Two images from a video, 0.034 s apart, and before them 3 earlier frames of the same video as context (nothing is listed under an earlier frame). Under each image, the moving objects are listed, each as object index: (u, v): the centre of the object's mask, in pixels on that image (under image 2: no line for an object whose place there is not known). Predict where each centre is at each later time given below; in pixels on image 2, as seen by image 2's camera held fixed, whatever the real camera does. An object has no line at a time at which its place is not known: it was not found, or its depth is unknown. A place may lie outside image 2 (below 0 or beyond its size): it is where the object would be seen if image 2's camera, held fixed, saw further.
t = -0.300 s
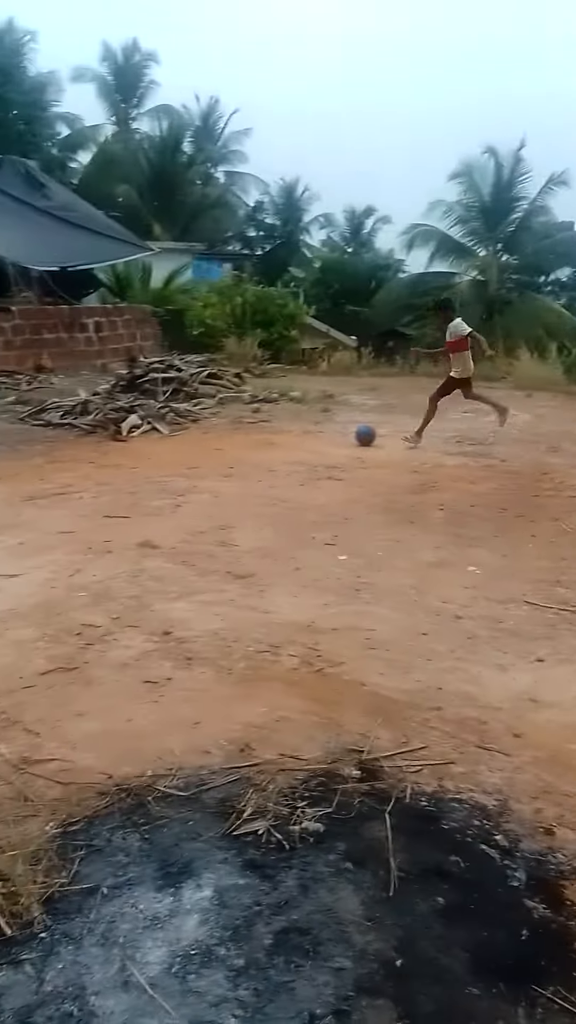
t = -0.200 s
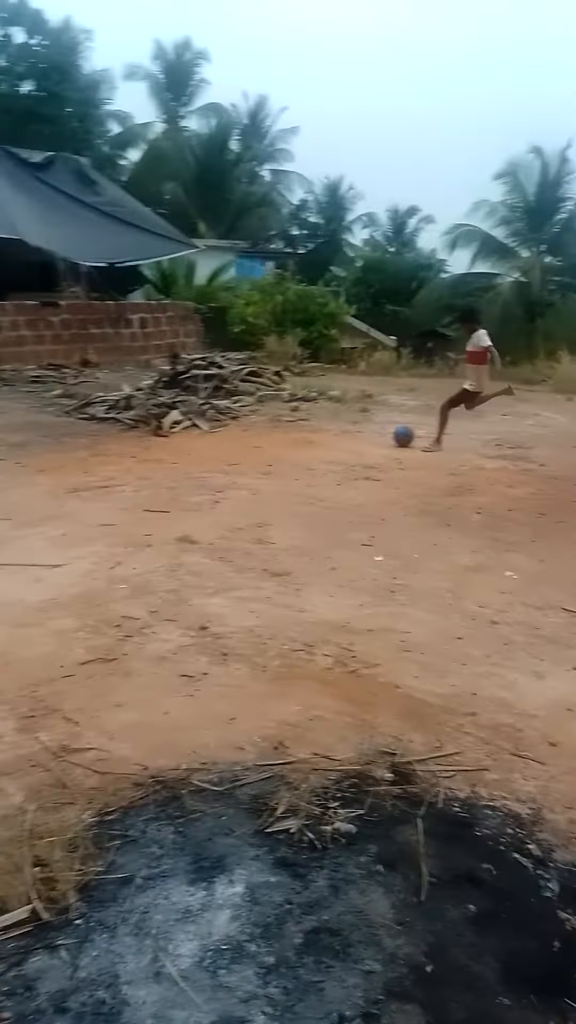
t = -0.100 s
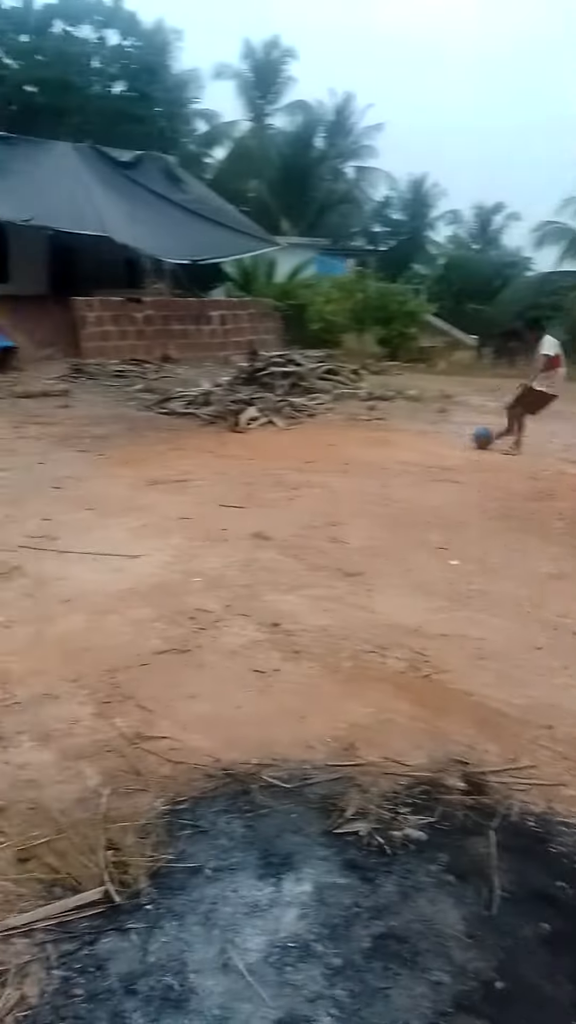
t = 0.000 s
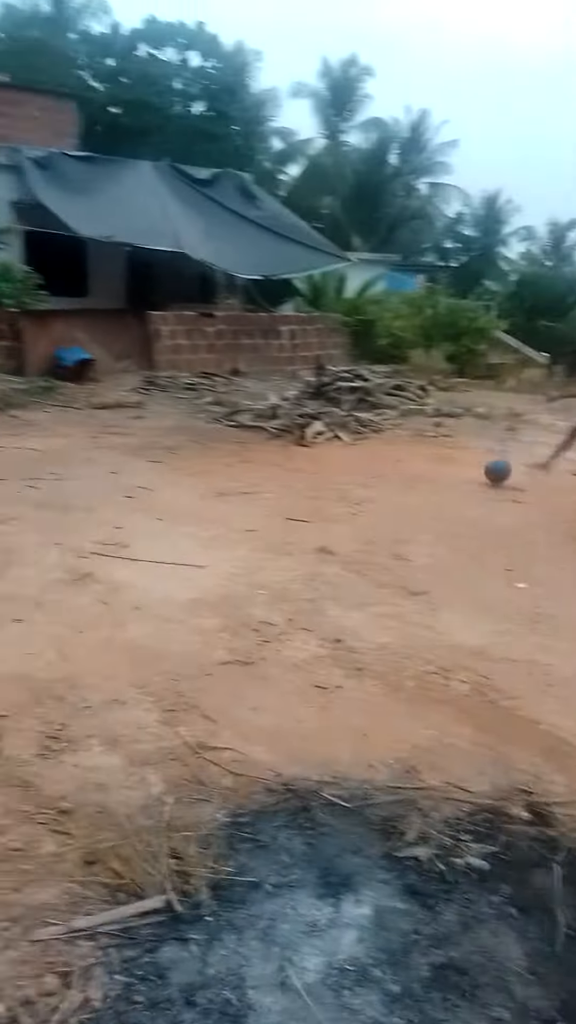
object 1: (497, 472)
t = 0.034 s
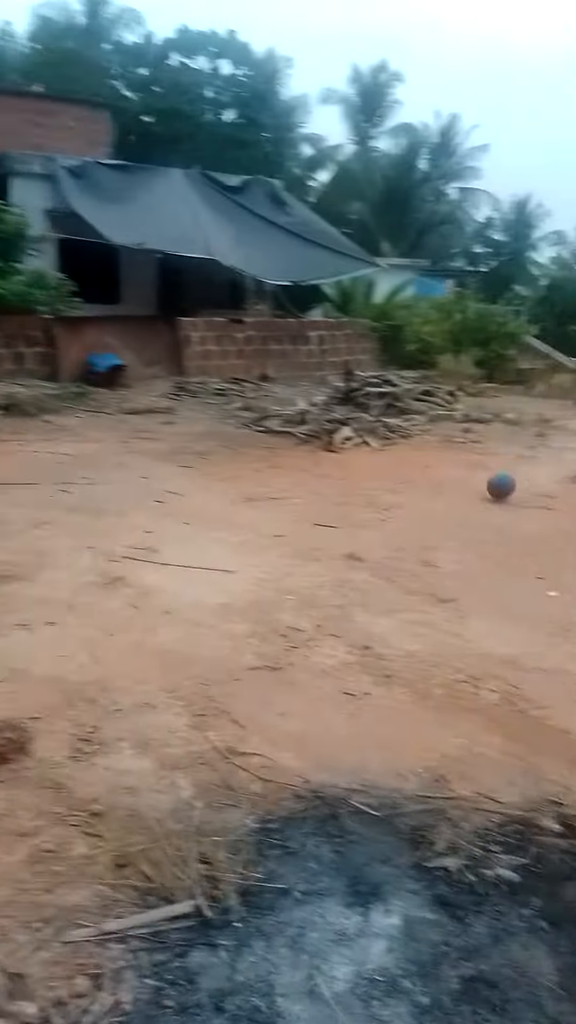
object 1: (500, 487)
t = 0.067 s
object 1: (471, 497)
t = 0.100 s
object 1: (441, 504)
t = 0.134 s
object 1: (407, 514)
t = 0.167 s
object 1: (369, 521)
